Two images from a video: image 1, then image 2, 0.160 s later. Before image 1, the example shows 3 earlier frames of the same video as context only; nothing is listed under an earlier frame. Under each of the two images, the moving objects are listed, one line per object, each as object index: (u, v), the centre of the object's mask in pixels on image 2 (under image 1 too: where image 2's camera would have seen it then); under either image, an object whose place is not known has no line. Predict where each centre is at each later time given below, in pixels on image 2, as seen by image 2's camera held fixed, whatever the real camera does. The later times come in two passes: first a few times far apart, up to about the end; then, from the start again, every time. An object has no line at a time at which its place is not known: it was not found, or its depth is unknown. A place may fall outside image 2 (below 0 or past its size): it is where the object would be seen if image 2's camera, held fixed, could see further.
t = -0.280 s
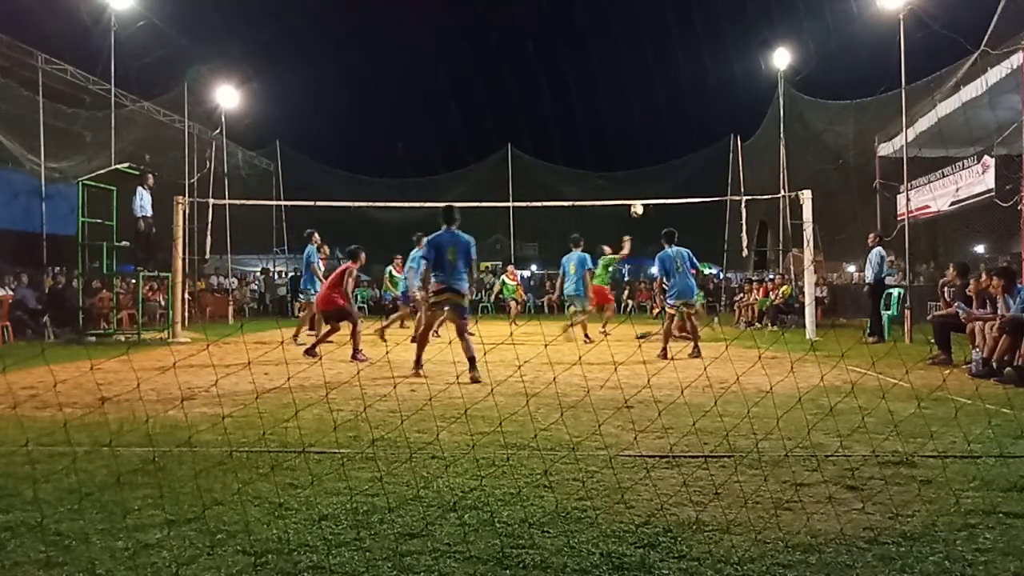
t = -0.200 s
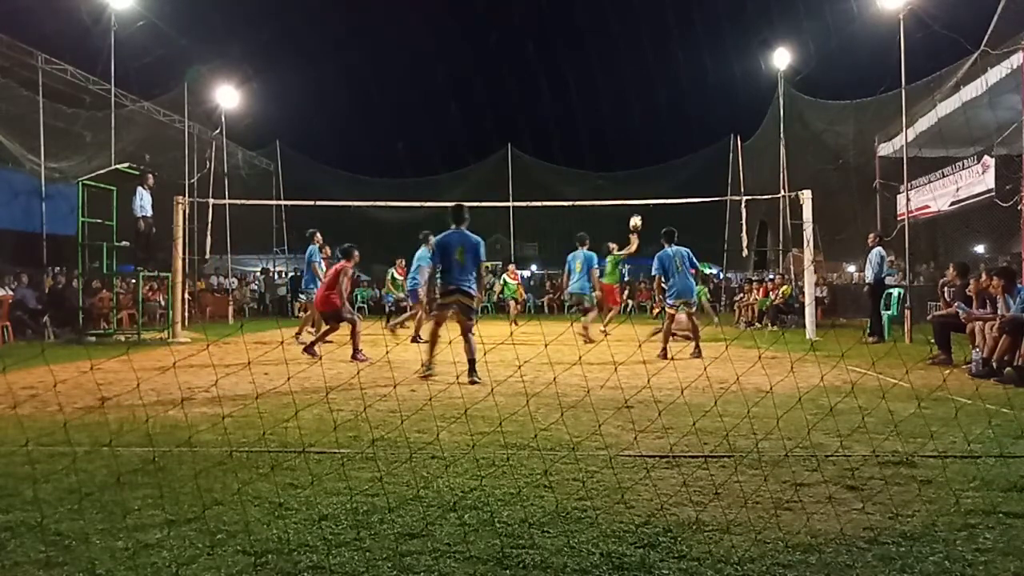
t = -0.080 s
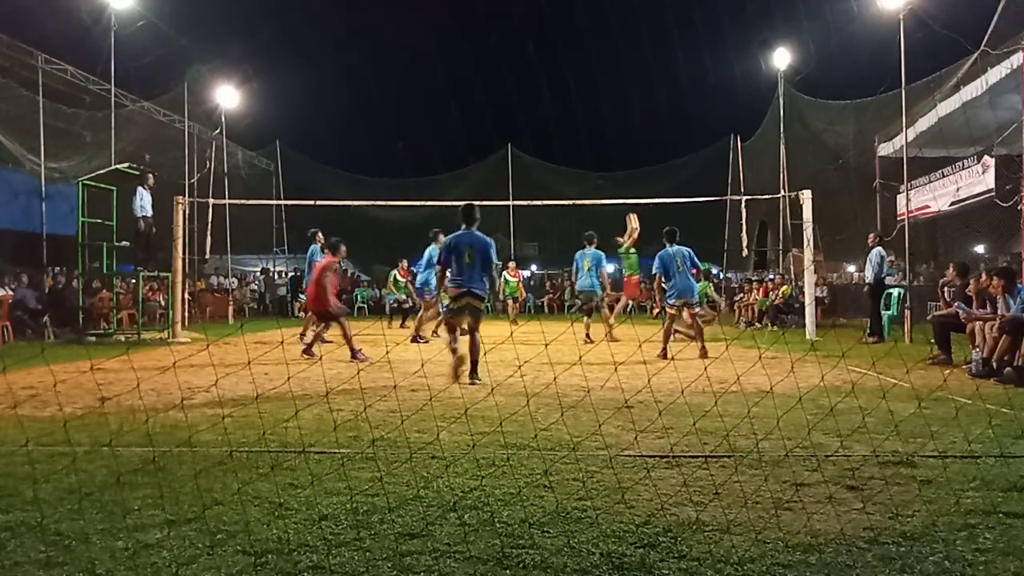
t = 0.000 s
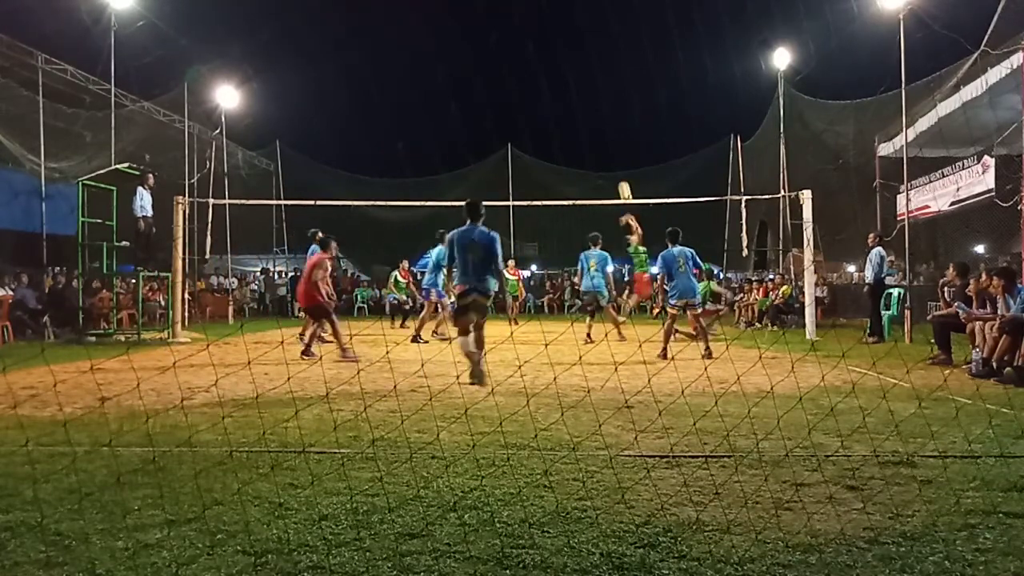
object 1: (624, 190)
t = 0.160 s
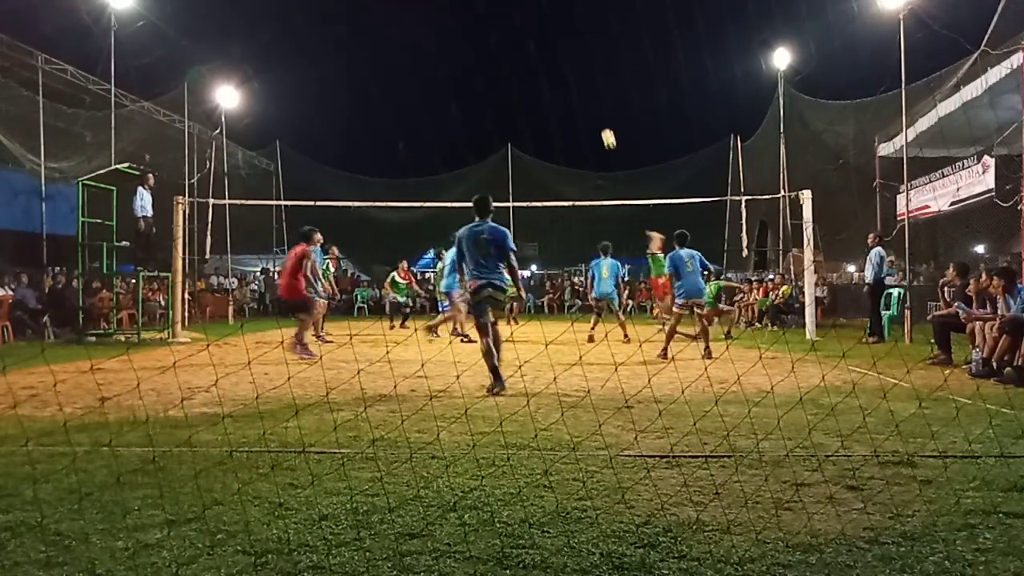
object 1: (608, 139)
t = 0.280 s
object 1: (597, 108)
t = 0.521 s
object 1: (574, 68)
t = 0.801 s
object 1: (547, 59)
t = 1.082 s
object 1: (520, 91)
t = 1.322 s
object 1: (497, 151)
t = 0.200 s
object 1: (604, 128)
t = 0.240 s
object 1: (601, 117)
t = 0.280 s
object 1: (597, 108)
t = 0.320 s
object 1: (593, 99)
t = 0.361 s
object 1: (589, 91)
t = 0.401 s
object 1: (585, 84)
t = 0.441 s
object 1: (581, 78)
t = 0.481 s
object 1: (578, 73)
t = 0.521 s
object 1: (574, 68)
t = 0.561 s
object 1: (570, 64)
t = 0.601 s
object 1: (566, 62)
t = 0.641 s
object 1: (562, 59)
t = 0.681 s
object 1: (558, 58)
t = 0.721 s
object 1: (554, 58)
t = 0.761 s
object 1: (550, 58)
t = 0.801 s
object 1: (547, 59)
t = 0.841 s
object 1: (543, 62)
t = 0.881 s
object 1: (539, 64)
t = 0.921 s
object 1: (535, 68)
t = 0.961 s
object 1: (531, 73)
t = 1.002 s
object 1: (527, 78)
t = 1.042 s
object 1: (523, 84)
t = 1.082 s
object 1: (520, 91)
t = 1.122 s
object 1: (516, 99)
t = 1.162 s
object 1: (512, 108)
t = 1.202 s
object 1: (508, 118)
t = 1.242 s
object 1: (504, 128)
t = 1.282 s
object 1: (501, 139)
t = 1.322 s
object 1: (497, 151)
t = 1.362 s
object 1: (493, 163)
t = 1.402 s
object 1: (490, 177)
